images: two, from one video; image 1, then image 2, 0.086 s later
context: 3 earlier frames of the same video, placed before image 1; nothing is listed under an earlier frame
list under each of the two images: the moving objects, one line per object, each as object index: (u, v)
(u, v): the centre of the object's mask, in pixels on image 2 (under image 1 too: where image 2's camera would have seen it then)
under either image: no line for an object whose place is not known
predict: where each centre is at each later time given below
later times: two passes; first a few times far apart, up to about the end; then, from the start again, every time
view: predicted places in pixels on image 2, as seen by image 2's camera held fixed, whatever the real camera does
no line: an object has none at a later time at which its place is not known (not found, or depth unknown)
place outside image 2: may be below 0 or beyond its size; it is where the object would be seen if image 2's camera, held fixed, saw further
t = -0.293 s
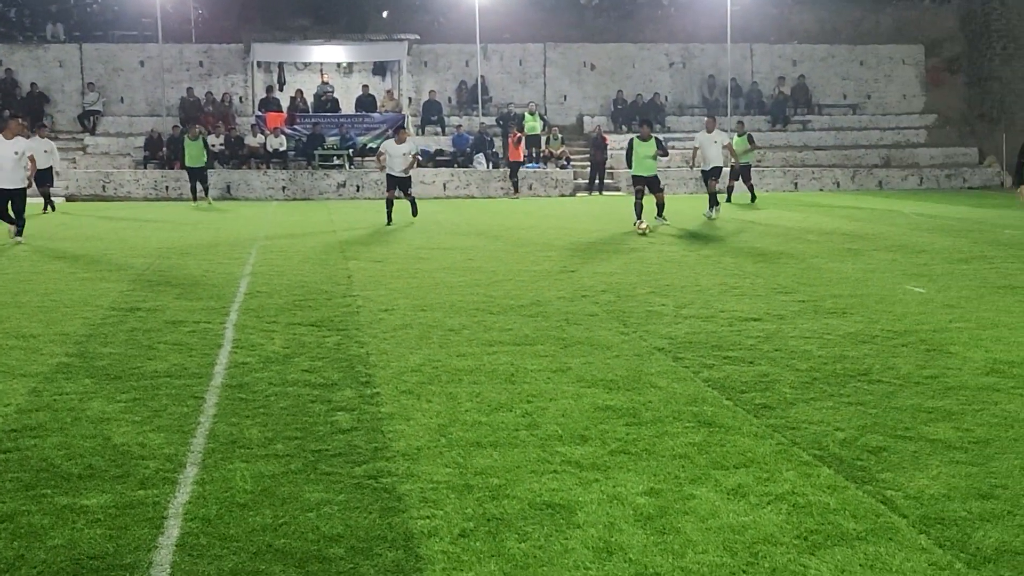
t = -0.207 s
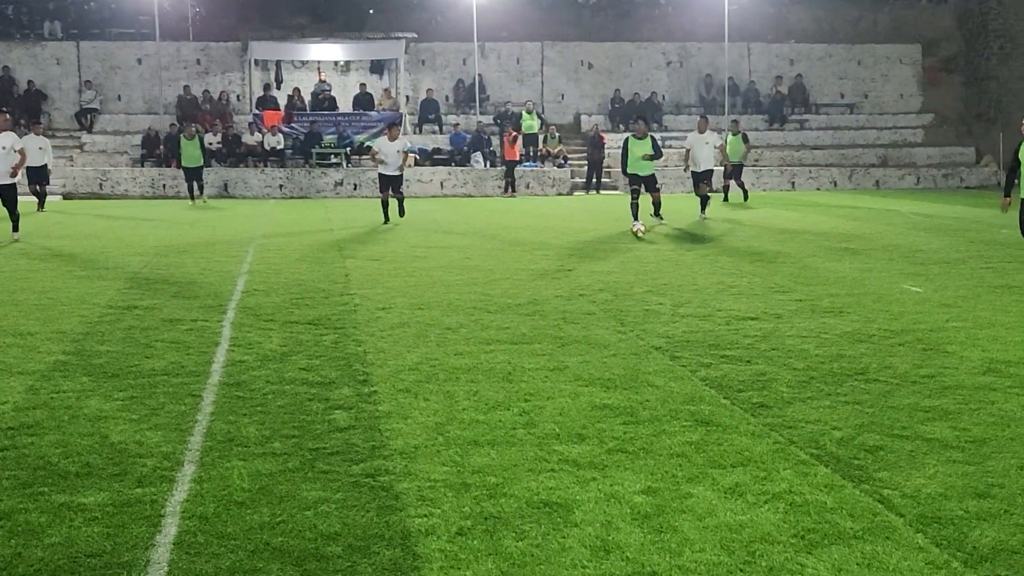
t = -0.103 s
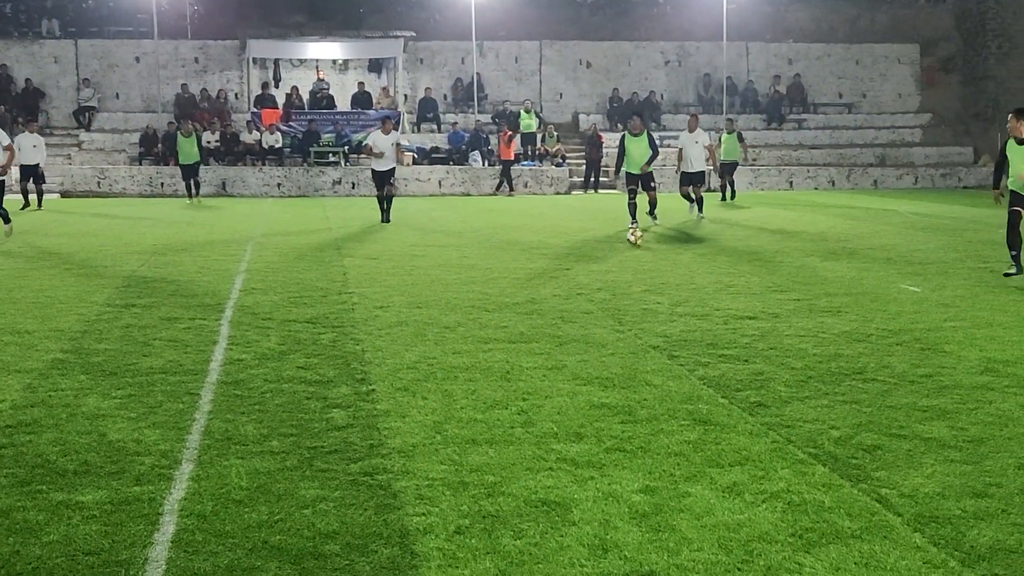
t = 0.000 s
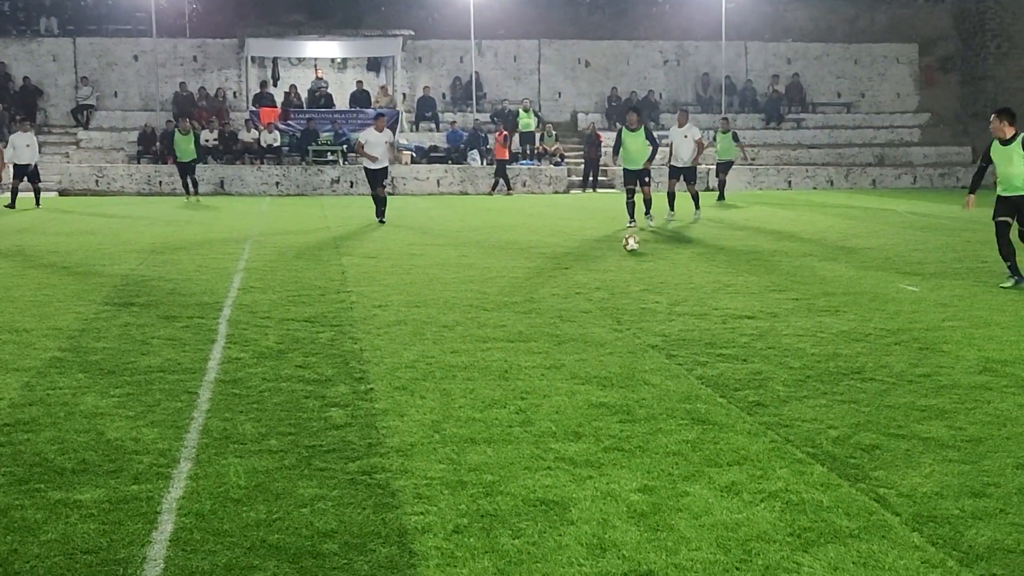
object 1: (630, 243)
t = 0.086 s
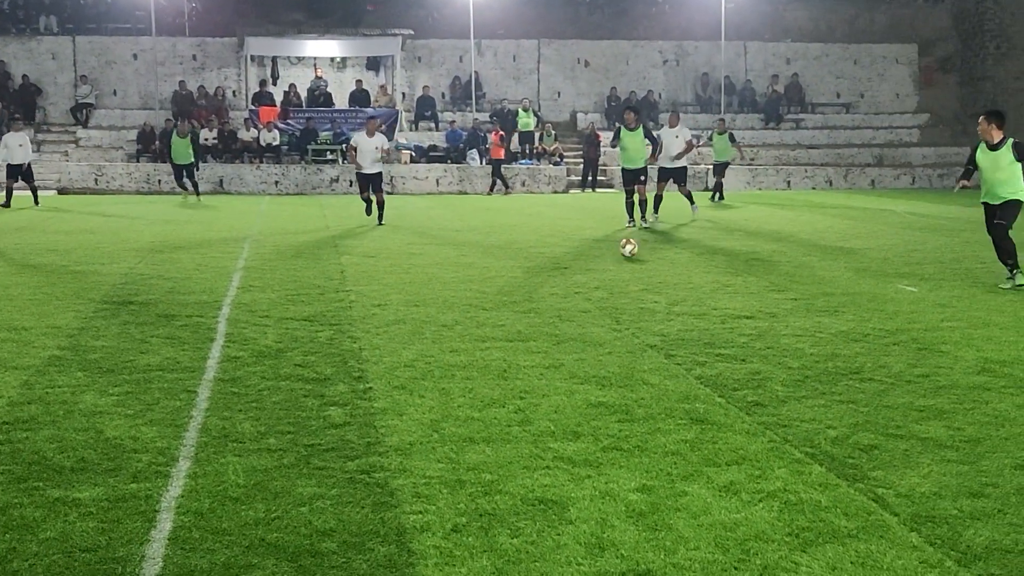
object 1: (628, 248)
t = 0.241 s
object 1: (624, 259)
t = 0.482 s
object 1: (618, 277)
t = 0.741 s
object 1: (607, 299)
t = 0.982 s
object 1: (596, 323)
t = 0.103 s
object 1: (628, 250)
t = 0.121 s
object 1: (628, 251)
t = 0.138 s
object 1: (627, 253)
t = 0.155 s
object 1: (626, 254)
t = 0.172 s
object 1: (626, 255)
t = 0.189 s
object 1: (626, 255)
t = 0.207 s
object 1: (626, 256)
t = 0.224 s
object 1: (625, 258)
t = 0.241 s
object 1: (624, 259)
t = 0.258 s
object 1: (624, 261)
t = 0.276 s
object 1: (624, 262)
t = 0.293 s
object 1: (623, 263)
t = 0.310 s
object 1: (623, 264)
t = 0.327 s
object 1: (622, 265)
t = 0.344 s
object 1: (621, 267)
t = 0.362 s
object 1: (621, 268)
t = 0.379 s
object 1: (621, 269)
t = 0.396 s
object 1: (620, 270)
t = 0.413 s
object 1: (620, 271)
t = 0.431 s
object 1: (619, 273)
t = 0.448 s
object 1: (619, 274)
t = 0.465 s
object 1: (619, 275)
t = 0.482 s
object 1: (618, 277)
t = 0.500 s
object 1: (617, 278)
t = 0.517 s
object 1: (617, 279)
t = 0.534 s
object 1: (616, 281)
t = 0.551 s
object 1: (615, 282)
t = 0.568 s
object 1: (615, 284)
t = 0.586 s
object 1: (615, 285)
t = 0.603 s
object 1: (613, 287)
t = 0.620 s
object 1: (612, 289)
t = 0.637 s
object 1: (612, 290)
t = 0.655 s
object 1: (611, 292)
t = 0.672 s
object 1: (610, 294)
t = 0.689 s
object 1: (610, 294)
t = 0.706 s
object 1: (609, 296)
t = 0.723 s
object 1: (608, 298)
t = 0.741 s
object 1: (607, 299)
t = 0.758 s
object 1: (607, 302)
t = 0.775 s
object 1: (606, 303)
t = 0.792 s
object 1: (605, 304)
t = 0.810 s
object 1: (605, 306)
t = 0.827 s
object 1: (604, 307)
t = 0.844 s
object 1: (604, 309)
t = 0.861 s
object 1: (602, 311)
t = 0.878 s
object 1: (601, 313)
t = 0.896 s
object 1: (601, 314)
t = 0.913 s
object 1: (600, 316)
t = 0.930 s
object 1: (599, 318)
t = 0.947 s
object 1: (598, 319)
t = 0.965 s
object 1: (597, 321)
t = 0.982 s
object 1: (596, 323)
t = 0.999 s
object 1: (596, 324)
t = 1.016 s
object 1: (594, 327)
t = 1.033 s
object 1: (593, 330)
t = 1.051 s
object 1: (593, 331)
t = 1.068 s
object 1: (592, 334)
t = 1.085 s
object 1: (590, 336)
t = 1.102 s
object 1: (590, 338)
